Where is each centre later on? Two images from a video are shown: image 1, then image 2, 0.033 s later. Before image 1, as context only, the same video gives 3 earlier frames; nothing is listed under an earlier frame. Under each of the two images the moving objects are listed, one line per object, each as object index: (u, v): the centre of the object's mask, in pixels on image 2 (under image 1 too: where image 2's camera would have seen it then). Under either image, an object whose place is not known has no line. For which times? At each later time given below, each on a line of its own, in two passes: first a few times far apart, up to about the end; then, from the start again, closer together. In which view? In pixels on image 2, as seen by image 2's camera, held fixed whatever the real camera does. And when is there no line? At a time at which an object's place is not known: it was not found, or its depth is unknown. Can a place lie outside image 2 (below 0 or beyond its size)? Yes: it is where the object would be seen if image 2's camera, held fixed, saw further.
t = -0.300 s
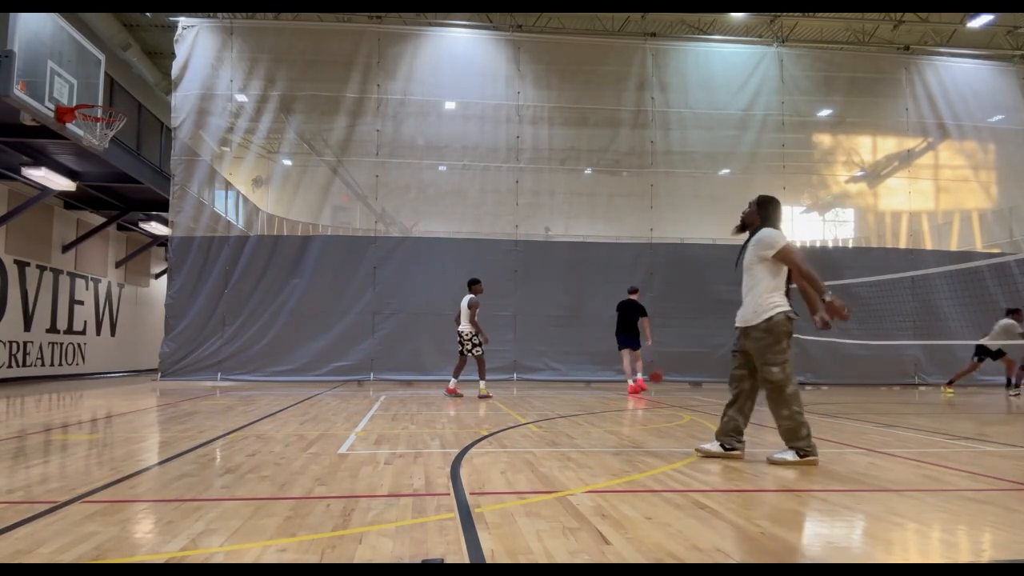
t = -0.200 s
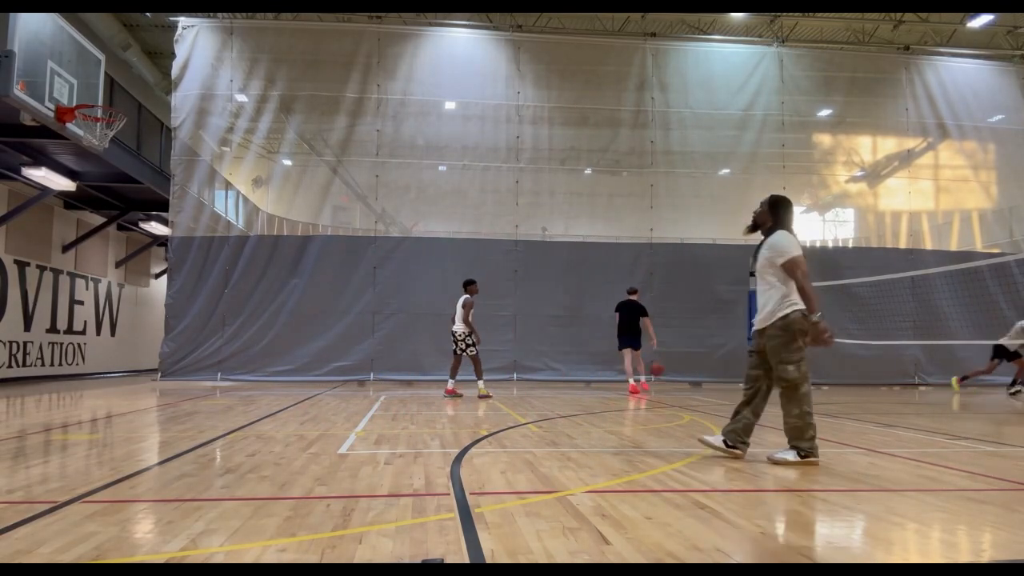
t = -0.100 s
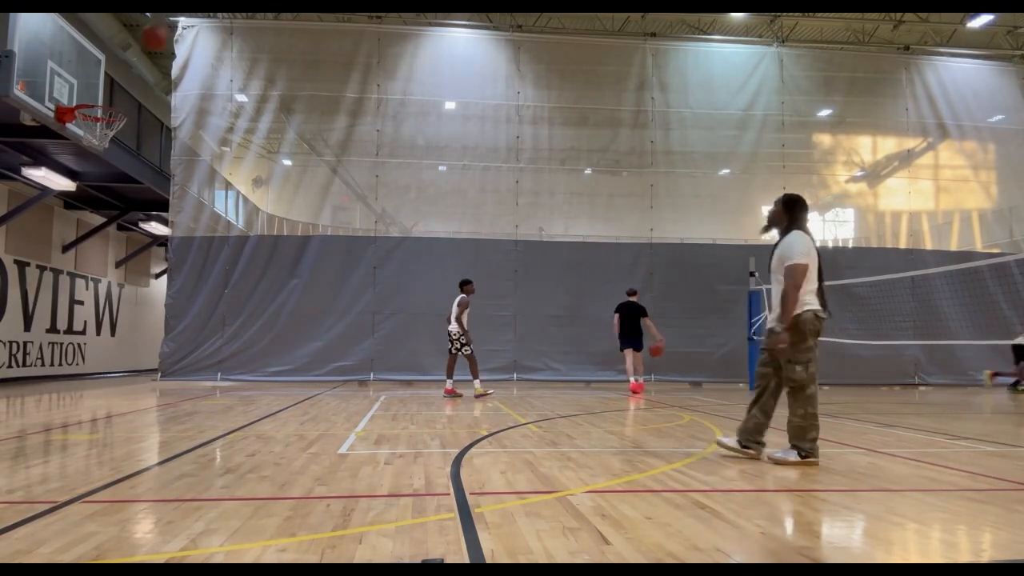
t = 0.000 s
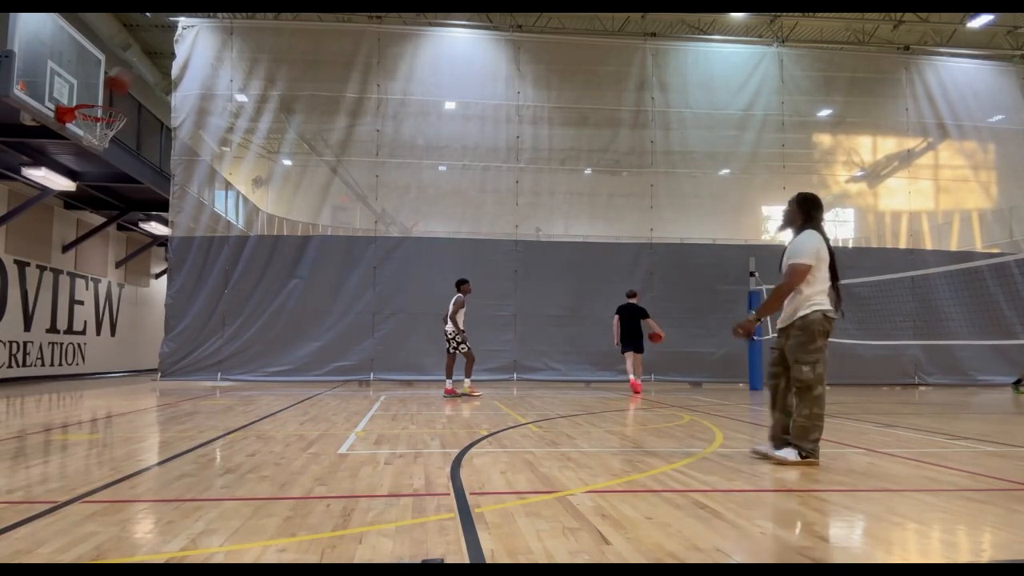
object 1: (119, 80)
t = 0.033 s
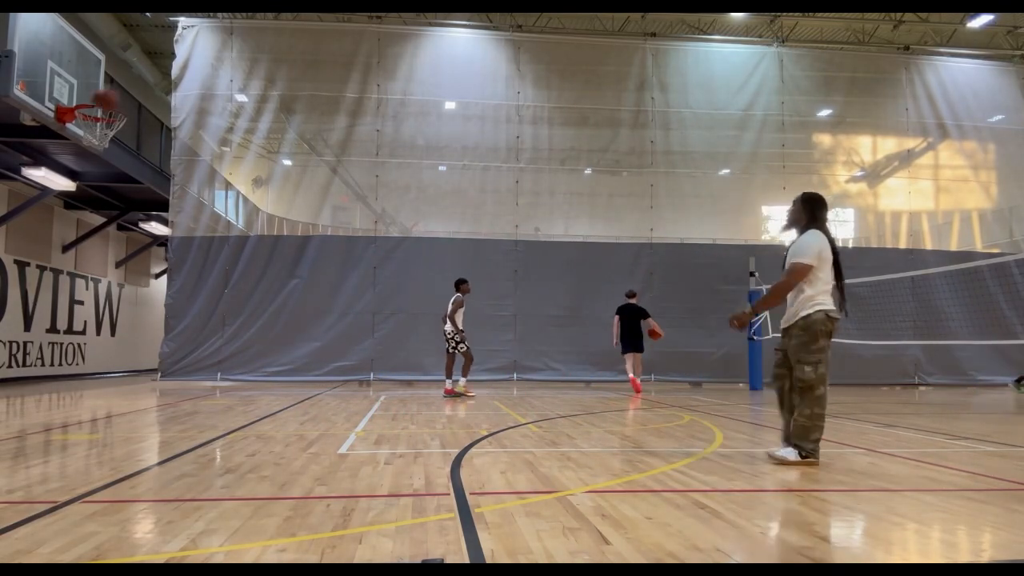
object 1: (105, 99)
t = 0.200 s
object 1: (83, 139)
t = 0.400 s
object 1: (98, 170)
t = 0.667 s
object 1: (108, 274)
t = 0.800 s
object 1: (112, 349)
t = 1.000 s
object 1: (129, 344)
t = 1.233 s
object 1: (158, 267)
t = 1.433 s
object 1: (181, 242)
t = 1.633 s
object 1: (203, 253)
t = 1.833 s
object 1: (223, 302)
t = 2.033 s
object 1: (241, 388)
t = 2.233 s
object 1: (261, 341)
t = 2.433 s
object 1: (279, 301)
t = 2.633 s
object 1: (296, 299)
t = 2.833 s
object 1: (311, 335)
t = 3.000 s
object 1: (322, 394)
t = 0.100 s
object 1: (84, 132)
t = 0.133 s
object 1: (85, 134)
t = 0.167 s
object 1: (85, 135)
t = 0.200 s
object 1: (83, 139)
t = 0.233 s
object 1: (88, 142)
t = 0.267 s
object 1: (90, 146)
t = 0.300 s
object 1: (92, 150)
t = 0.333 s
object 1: (94, 154)
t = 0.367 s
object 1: (97, 163)
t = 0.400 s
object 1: (98, 170)
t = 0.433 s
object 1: (101, 181)
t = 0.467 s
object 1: (102, 191)
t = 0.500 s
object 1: (102, 203)
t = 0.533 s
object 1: (104, 214)
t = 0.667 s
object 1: (108, 274)
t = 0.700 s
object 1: (111, 291)
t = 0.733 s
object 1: (112, 310)
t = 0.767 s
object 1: (112, 330)
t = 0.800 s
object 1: (112, 349)
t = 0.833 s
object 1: (113, 370)
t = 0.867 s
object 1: (113, 394)
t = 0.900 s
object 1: (116, 395)
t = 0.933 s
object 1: (121, 376)
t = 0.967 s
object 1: (125, 359)
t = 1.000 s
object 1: (129, 344)
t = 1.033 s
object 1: (133, 330)
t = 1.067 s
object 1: (138, 317)
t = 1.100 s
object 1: (142, 304)
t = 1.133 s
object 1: (146, 293)
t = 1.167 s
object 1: (150, 283)
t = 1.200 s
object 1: (154, 275)
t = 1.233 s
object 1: (158, 267)
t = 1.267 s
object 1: (162, 259)
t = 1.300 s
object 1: (166, 254)
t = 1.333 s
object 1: (170, 250)
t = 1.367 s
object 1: (174, 246)
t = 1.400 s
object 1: (178, 243)
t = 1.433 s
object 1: (181, 242)
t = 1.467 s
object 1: (185, 241)
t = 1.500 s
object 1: (188, 242)
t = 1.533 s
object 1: (192, 244)
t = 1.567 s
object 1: (196, 246)
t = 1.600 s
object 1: (199, 248)
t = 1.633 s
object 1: (203, 253)
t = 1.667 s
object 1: (206, 258)
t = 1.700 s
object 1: (211, 265)
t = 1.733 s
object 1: (213, 272)
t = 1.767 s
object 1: (217, 281)
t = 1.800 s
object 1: (220, 291)
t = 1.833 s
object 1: (223, 302)
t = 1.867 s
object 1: (227, 313)
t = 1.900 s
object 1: (230, 326)
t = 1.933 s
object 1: (233, 339)
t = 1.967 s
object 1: (235, 353)
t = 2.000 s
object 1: (239, 370)
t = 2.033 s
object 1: (241, 388)
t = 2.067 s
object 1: (244, 404)
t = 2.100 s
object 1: (248, 390)
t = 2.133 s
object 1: (251, 376)
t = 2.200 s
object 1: (258, 352)
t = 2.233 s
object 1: (261, 341)
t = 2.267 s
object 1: (264, 332)
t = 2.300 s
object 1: (267, 324)
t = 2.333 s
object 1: (271, 317)
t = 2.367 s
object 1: (274, 310)
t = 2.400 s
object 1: (277, 305)
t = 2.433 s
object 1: (279, 301)
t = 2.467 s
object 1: (282, 299)
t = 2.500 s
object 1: (285, 296)
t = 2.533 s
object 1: (288, 296)
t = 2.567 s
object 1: (291, 296)
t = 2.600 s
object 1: (293, 297)
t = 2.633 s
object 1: (296, 299)
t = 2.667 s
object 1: (299, 303)
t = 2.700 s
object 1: (301, 307)
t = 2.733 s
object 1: (303, 312)
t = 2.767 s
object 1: (306, 319)
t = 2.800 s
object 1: (308, 326)
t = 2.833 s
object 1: (311, 335)
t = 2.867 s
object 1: (314, 345)
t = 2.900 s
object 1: (315, 355)
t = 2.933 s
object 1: (317, 367)
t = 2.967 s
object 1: (320, 380)
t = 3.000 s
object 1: (322, 394)
